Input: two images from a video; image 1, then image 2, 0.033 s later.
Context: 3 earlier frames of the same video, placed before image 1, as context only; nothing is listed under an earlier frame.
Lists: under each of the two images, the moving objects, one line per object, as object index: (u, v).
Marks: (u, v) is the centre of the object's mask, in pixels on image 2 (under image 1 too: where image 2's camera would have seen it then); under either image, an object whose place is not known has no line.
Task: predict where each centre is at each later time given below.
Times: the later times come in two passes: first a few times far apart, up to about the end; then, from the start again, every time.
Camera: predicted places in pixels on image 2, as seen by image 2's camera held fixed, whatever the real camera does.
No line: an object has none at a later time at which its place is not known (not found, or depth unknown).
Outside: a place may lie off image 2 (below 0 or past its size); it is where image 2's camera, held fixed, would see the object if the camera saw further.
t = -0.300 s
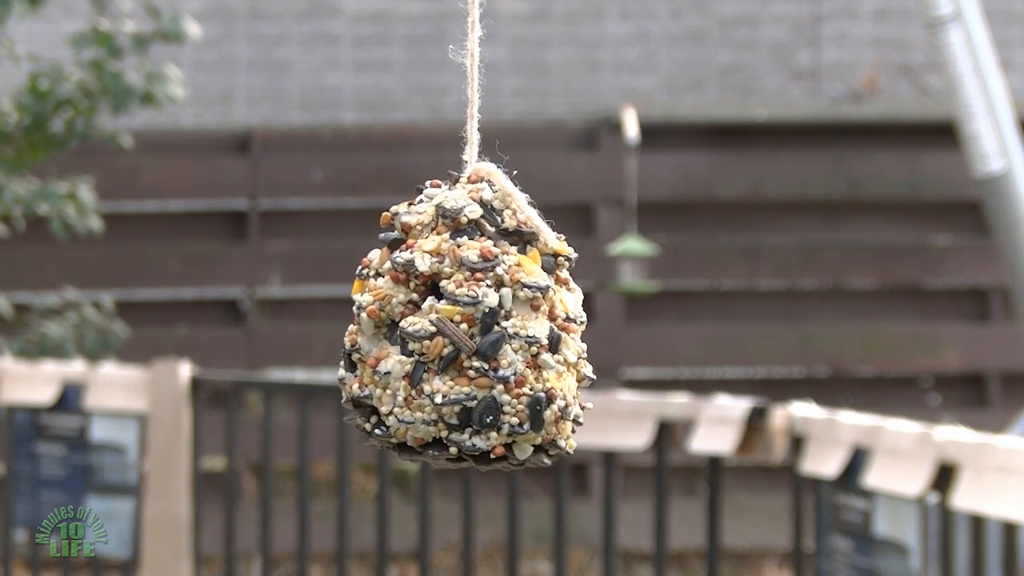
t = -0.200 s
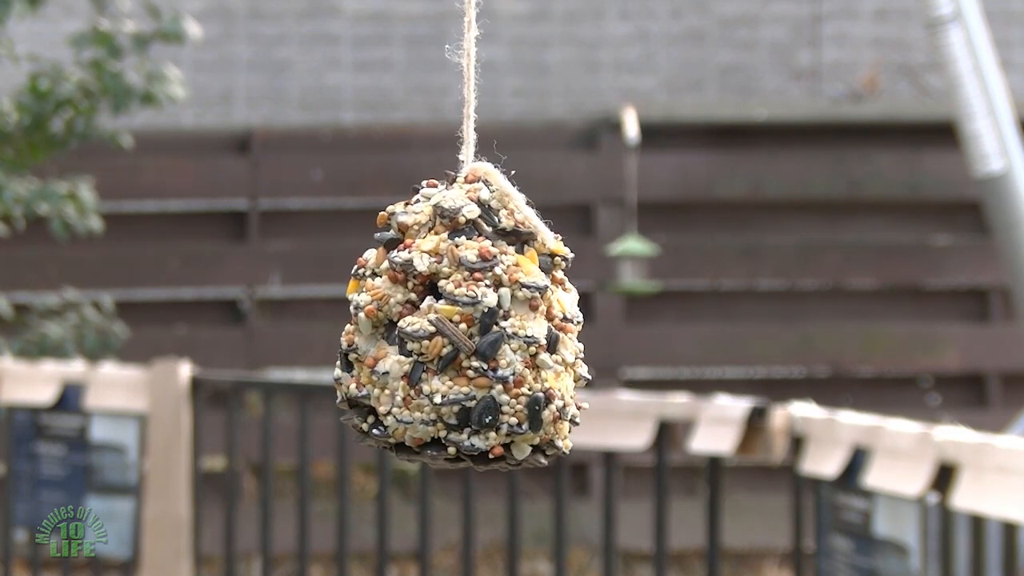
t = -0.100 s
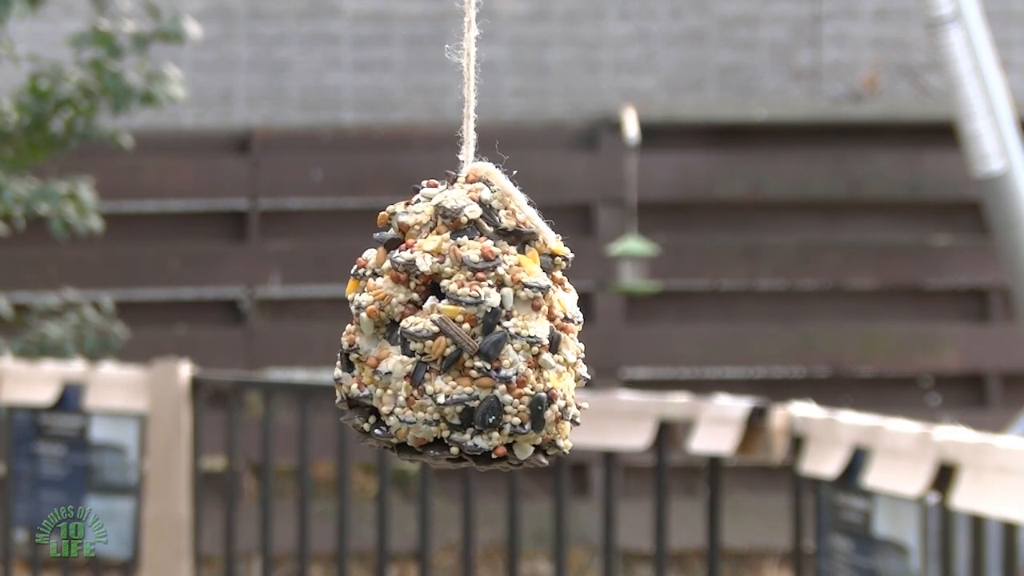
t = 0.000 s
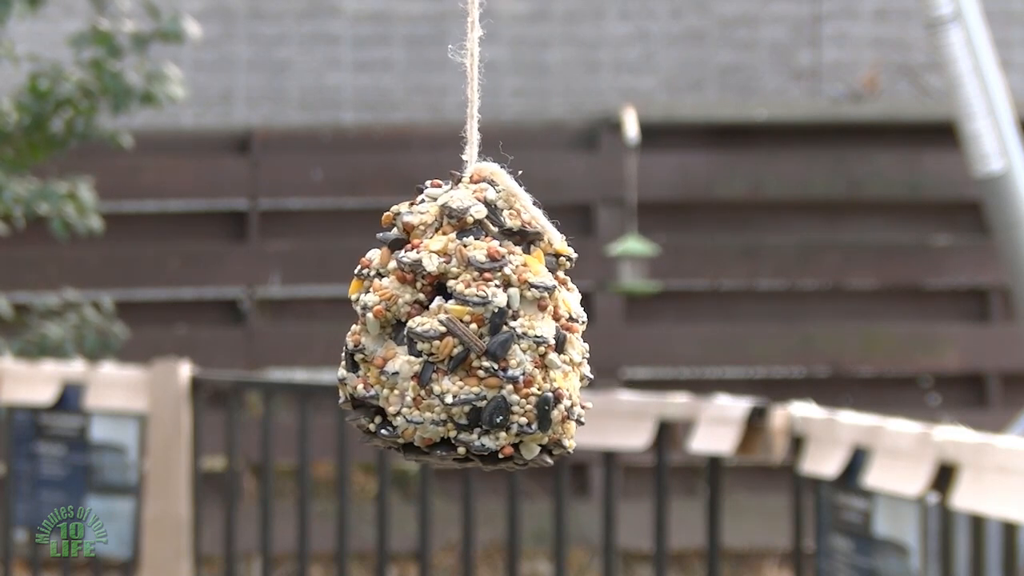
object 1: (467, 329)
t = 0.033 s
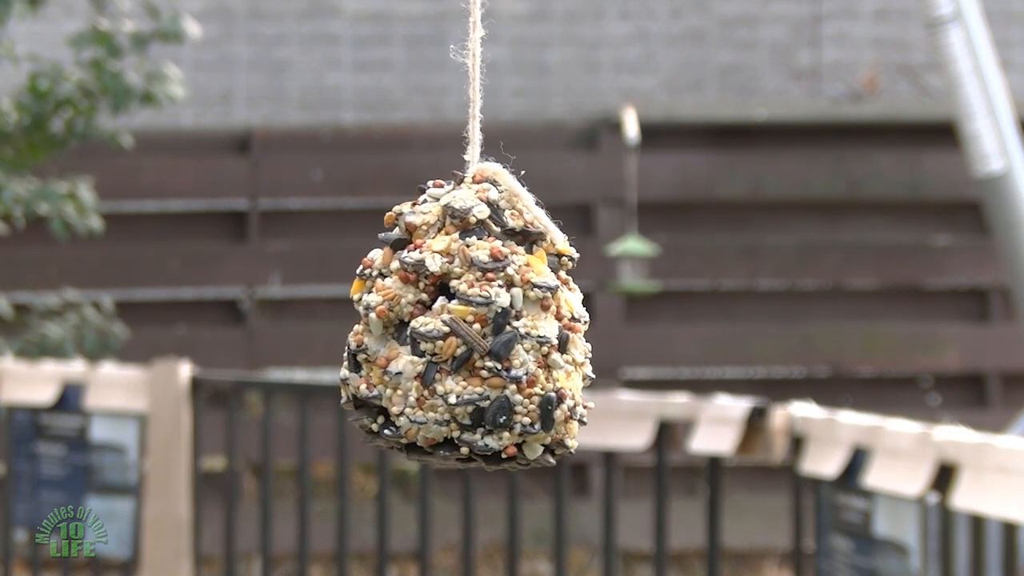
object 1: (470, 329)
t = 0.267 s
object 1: (490, 327)
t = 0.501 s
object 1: (514, 326)
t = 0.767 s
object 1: (527, 327)
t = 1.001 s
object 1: (514, 326)
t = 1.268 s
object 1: (487, 327)
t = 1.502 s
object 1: (466, 325)
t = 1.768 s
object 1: (466, 325)
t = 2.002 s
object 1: (485, 325)
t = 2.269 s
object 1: (514, 324)
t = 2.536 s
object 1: (529, 325)
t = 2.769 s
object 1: (520, 325)
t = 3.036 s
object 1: (493, 326)
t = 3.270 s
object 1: (468, 325)
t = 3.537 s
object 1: (463, 325)
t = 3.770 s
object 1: (480, 325)
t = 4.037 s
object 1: (509, 325)
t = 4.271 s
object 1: (524, 326)
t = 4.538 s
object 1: (517, 325)
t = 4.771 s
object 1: (496, 326)
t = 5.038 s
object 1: (470, 326)
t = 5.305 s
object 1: (464, 327)
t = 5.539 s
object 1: (482, 328)
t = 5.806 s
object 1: (510, 327)
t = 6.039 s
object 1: (526, 326)
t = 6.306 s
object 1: (521, 327)
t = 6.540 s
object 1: (500, 328)
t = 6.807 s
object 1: (472, 328)
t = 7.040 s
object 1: (463, 328)
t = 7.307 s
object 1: (478, 327)
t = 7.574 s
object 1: (508, 328)
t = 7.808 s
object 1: (525, 328)
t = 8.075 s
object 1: (520, 327)
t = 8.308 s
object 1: (501, 329)
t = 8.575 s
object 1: (473, 329)
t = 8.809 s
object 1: (464, 330)
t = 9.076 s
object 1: (474, 329)
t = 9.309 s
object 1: (497, 328)
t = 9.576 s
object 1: (519, 329)
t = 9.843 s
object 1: (519, 329)
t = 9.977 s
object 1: (509, 329)
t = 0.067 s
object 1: (472, 329)
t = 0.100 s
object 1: (475, 328)
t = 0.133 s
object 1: (476, 328)
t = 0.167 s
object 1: (479, 327)
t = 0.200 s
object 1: (483, 327)
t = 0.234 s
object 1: (487, 329)
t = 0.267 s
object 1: (490, 327)
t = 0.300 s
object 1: (495, 328)
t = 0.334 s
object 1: (499, 328)
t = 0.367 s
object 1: (501, 327)
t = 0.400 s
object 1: (505, 326)
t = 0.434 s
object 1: (508, 326)
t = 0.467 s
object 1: (512, 327)
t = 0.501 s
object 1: (514, 326)
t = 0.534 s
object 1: (517, 326)
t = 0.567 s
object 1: (519, 326)
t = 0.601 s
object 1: (523, 327)
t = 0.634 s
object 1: (523, 326)
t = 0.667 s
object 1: (525, 327)
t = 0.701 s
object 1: (525, 326)
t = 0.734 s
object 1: (525, 326)
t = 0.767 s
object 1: (527, 327)
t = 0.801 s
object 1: (525, 326)
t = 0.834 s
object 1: (525, 327)
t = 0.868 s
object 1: (522, 326)
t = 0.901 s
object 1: (522, 327)
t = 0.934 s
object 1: (520, 327)
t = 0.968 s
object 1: (516, 326)
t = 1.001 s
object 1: (514, 326)
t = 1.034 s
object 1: (511, 326)
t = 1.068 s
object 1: (507, 326)
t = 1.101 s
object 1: (505, 327)
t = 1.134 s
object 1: (502, 327)
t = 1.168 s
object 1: (496, 326)
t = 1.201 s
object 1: (493, 325)
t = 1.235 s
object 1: (491, 327)
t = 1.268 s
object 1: (487, 327)
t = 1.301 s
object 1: (482, 326)
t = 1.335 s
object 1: (479, 325)
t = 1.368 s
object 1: (476, 326)
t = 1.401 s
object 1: (475, 327)
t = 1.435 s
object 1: (472, 326)
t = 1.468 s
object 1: (468, 325)
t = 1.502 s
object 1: (466, 325)
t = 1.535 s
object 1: (465, 325)
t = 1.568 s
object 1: (465, 326)
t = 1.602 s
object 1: (463, 325)
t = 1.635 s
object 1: (463, 325)
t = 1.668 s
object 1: (463, 325)
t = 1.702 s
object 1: (463, 325)
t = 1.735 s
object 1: (466, 326)
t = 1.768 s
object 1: (466, 325)
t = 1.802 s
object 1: (469, 326)
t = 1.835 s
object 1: (470, 325)
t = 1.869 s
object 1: (472, 325)
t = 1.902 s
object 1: (476, 326)
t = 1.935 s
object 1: (480, 326)
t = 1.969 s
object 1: (482, 325)
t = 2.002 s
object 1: (485, 325)
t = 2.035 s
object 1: (490, 326)
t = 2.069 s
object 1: (493, 325)
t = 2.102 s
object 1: (496, 325)
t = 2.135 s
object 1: (500, 325)
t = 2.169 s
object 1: (505, 326)
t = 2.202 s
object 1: (509, 326)
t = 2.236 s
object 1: (511, 325)
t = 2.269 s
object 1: (514, 324)
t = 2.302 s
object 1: (517, 324)
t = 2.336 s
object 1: (521, 326)
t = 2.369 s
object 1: (522, 324)
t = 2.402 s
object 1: (525, 325)
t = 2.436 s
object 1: (526, 325)
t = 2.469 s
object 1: (527, 324)
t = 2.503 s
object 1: (529, 326)
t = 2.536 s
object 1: (529, 325)
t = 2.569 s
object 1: (527, 324)
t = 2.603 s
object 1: (527, 325)
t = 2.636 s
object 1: (526, 325)
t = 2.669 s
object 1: (526, 325)
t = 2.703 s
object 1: (524, 325)
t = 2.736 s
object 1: (521, 324)
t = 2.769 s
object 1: (520, 325)
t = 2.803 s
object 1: (516, 324)
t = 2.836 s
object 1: (514, 325)
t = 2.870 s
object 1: (510, 324)
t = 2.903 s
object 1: (506, 324)
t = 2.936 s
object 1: (503, 324)
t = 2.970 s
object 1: (499, 325)
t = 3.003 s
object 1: (497, 326)
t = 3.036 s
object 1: (493, 326)
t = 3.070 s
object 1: (489, 326)
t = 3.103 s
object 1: (484, 325)
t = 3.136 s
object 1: (480, 325)
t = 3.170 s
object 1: (477, 325)
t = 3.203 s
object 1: (475, 326)
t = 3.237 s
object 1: (471, 325)
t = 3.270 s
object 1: (468, 325)
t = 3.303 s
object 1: (466, 325)
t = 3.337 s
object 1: (466, 326)
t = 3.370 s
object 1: (463, 325)
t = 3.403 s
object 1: (462, 325)
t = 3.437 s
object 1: (462, 325)
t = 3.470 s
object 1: (463, 326)
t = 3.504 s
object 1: (463, 325)
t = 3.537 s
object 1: (463, 325)
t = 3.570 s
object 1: (464, 325)
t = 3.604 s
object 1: (467, 326)
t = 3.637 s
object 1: (469, 326)
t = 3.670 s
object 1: (470, 325)
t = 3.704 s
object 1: (473, 325)
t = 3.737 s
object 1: (477, 326)
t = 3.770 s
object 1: (480, 325)
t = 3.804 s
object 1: (484, 326)
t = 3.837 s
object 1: (487, 325)
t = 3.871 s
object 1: (491, 325)
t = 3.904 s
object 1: (494, 325)
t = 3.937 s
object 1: (498, 326)
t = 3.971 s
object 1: (501, 325)
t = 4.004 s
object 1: (505, 325)
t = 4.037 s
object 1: (509, 325)
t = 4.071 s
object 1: (512, 326)
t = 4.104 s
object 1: (514, 325)
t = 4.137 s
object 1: (516, 325)
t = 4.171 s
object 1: (519, 325)
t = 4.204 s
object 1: (521, 325)
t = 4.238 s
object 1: (522, 325)
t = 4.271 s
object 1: (524, 326)
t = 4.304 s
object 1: (525, 326)
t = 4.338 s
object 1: (524, 325)
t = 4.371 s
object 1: (524, 325)
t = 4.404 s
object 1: (524, 325)
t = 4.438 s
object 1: (523, 325)
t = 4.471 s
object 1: (522, 325)
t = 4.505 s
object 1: (521, 326)
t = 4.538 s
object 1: (517, 325)
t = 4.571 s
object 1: (515, 325)
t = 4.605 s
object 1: (512, 325)
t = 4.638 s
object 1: (510, 325)
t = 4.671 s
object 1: (507, 326)
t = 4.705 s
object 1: (503, 326)
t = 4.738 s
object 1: (499, 325)
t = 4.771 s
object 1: (496, 326)
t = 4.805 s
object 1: (492, 325)
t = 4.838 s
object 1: (489, 327)
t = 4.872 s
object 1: (484, 325)
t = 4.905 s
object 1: (481, 326)
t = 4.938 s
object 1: (479, 327)
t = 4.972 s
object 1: (476, 327)
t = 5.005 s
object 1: (473, 327)
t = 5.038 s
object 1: (470, 326)
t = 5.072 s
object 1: (467, 326)
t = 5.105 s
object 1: (465, 326)
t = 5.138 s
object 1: (465, 328)
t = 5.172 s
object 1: (464, 328)
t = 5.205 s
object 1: (464, 328)
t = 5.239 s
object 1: (463, 327)
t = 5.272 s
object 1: (464, 328)
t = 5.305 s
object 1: (464, 327)
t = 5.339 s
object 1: (466, 328)
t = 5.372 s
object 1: (467, 327)
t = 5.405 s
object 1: (469, 327)
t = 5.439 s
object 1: (472, 327)
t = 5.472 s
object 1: (475, 328)
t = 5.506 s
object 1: (478, 327)
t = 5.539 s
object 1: (482, 328)
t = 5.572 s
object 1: (484, 327)
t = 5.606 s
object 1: (489, 328)
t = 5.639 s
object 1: (493, 328)
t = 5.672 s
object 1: (497, 328)
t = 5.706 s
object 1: (500, 328)
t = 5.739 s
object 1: (504, 328)
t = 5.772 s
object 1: (507, 328)
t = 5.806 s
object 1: (510, 327)
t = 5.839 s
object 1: (514, 327)
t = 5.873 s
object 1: (518, 328)
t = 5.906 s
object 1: (520, 328)
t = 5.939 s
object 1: (522, 328)
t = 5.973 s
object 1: (524, 327)
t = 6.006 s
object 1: (525, 327)
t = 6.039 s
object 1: (526, 326)
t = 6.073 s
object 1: (527, 326)
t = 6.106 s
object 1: (529, 328)
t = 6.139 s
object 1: (527, 327)
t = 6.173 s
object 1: (527, 327)
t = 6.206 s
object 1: (526, 327)
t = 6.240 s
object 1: (526, 328)
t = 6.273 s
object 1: (524, 328)
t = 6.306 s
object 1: (521, 327)
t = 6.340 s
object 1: (520, 328)
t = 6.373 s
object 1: (516, 327)
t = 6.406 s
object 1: (513, 328)
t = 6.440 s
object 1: (511, 328)
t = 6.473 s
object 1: (507, 328)
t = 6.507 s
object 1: (503, 328)
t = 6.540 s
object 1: (500, 328)
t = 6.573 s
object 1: (496, 328)
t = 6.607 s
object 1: (492, 328)
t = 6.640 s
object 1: (487, 328)
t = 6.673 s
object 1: (485, 329)
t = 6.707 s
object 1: (482, 328)
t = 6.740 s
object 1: (477, 328)
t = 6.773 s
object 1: (474, 328)
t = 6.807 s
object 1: (472, 328)
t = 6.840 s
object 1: (470, 329)
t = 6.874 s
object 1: (468, 329)
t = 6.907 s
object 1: (466, 329)
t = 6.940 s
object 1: (465, 329)
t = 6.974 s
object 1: (464, 328)
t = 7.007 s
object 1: (464, 328)
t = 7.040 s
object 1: (463, 328)
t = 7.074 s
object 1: (464, 329)
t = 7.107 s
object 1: (465, 329)
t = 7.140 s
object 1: (467, 329)
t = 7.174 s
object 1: (468, 329)
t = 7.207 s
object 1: (471, 329)
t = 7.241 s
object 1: (472, 328)
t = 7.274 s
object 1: (475, 327)
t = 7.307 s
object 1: (478, 327)
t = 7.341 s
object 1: (483, 328)
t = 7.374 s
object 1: (486, 329)
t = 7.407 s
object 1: (490, 329)
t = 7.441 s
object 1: (492, 328)
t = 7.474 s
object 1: (497, 329)
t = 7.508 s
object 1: (500, 329)
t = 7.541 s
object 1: (503, 328)
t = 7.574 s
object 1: (508, 328)
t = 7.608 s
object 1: (510, 328)
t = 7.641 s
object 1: (514, 328)
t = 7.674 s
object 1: (517, 328)
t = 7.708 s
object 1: (518, 327)
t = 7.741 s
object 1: (521, 328)
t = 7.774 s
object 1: (523, 328)
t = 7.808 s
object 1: (525, 328)
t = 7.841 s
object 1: (525, 327)
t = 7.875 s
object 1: (525, 327)
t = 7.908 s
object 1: (527, 328)
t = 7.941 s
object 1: (527, 328)
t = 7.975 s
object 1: (526, 328)
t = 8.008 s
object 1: (524, 327)
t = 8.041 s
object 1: (522, 327)
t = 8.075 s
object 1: (520, 327)
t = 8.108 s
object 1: (519, 328)
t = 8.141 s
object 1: (517, 328)
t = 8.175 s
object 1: (514, 328)
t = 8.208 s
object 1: (510, 327)
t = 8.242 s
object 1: (508, 328)
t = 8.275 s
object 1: (503, 327)
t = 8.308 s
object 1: (501, 329)
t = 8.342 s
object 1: (496, 327)
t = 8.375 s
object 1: (493, 329)
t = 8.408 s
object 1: (490, 329)
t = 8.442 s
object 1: (486, 329)
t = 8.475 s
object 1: (482, 328)
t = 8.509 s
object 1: (479, 328)
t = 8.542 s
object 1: (476, 329)
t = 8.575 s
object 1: (473, 329)
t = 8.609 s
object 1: (471, 330)
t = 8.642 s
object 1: (470, 329)
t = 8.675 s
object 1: (468, 329)
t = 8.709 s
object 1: (465, 329)
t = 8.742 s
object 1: (464, 330)
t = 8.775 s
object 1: (464, 330)
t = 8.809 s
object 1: (464, 330)
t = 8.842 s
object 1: (464, 330)
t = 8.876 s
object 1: (464, 330)
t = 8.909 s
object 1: (465, 329)
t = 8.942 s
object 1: (466, 329)
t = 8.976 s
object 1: (469, 329)
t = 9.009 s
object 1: (470, 330)
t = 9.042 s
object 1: (472, 330)
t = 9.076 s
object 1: (474, 329)
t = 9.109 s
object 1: (478, 329)
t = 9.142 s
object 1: (480, 329)
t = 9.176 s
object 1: (484, 329)
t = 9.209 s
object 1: (487, 330)
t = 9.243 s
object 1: (489, 328)
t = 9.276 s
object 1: (493, 329)
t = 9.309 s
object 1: (497, 328)
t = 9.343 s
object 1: (500, 329)
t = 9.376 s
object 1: (504, 329)
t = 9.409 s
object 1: (507, 329)
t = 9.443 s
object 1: (509, 328)
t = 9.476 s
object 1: (512, 328)
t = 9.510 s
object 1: (514, 328)
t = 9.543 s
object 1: (517, 329)
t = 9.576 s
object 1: (519, 329)
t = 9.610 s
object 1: (520, 329)
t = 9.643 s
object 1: (520, 328)
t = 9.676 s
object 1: (520, 328)
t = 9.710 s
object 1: (521, 328)
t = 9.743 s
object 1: (521, 328)
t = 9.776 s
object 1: (520, 328)
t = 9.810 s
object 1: (520, 328)
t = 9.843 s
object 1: (519, 329)
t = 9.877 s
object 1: (517, 329)
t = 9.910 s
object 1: (514, 328)
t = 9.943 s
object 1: (512, 328)
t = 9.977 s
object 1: (509, 329)
